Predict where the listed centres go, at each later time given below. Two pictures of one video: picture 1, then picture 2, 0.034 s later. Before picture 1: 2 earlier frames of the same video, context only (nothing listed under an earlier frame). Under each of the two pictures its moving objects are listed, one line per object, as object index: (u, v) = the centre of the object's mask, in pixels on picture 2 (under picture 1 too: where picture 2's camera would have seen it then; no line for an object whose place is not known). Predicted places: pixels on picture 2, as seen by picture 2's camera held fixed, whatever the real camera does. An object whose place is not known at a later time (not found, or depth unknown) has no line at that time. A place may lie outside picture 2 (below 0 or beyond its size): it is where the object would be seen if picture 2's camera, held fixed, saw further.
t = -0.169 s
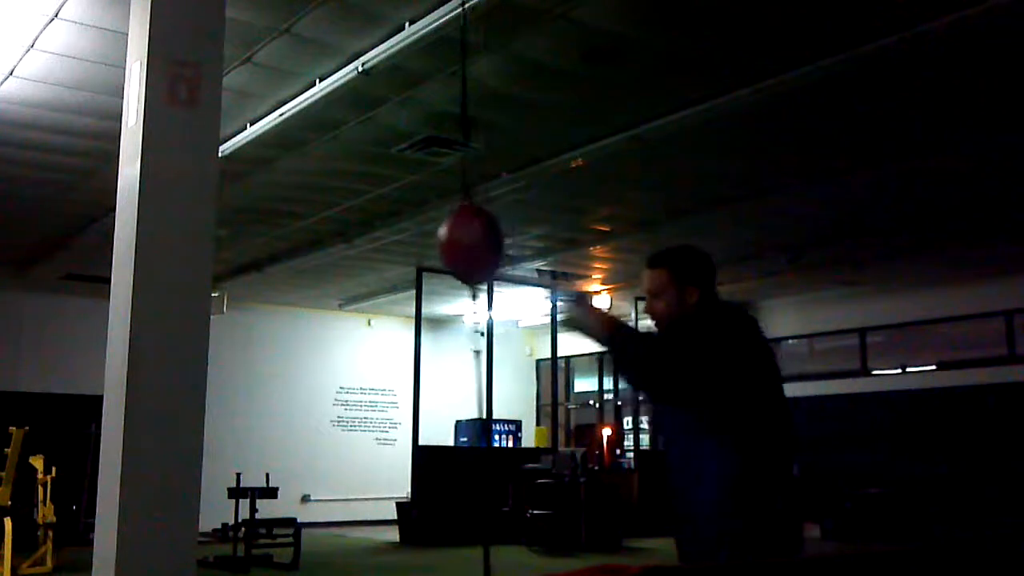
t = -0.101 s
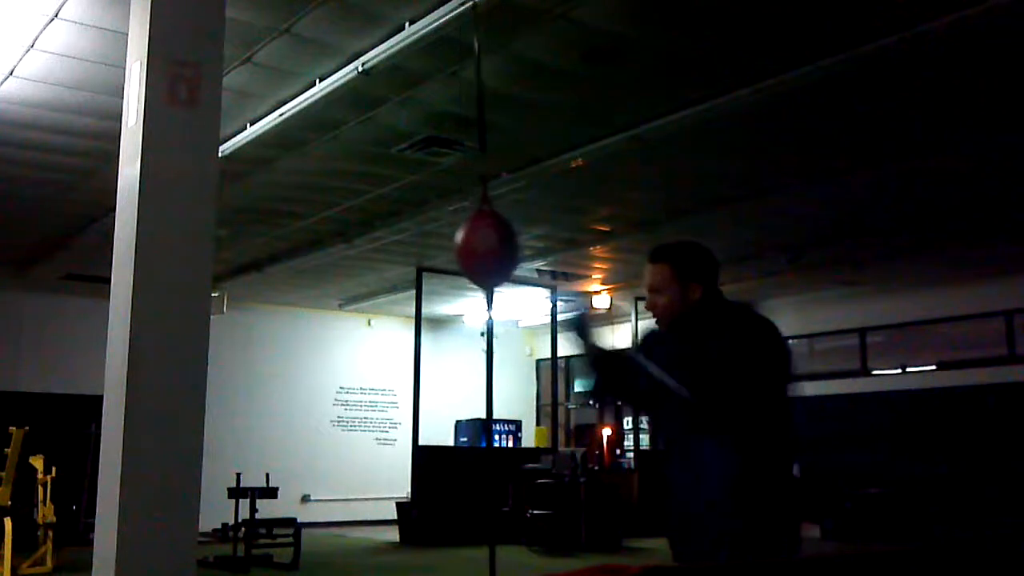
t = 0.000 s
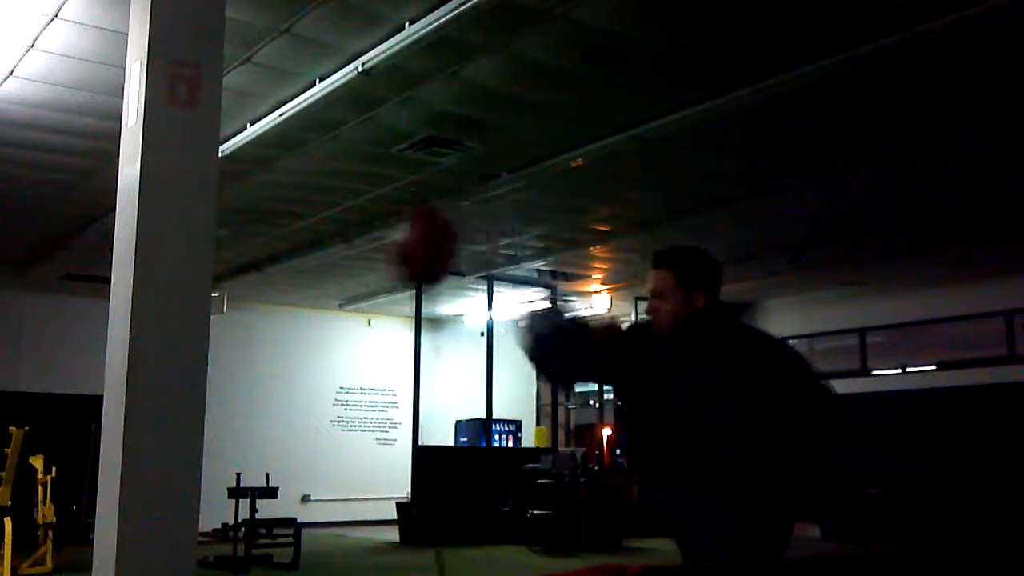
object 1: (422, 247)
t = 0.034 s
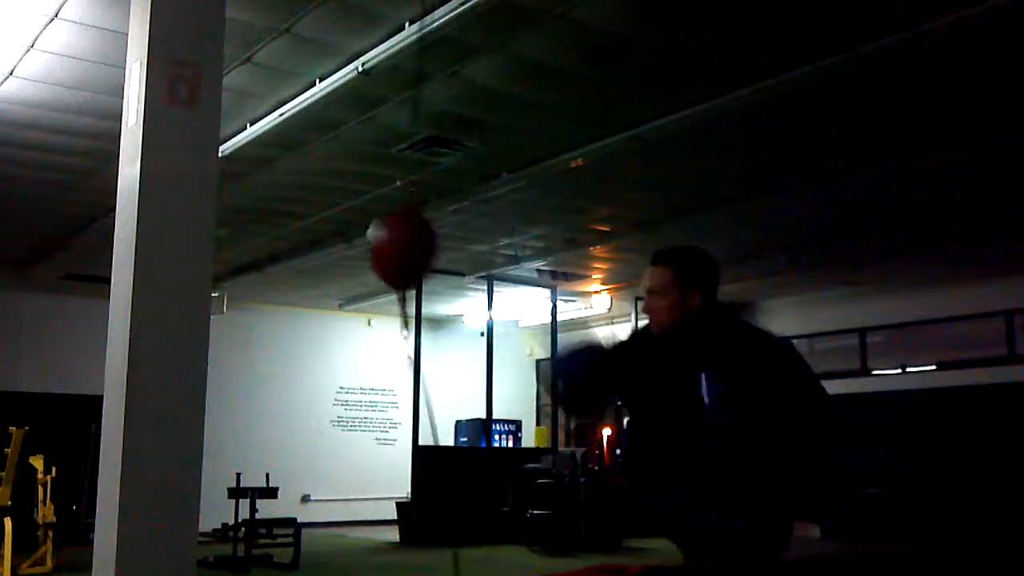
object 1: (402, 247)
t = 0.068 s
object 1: (405, 238)
